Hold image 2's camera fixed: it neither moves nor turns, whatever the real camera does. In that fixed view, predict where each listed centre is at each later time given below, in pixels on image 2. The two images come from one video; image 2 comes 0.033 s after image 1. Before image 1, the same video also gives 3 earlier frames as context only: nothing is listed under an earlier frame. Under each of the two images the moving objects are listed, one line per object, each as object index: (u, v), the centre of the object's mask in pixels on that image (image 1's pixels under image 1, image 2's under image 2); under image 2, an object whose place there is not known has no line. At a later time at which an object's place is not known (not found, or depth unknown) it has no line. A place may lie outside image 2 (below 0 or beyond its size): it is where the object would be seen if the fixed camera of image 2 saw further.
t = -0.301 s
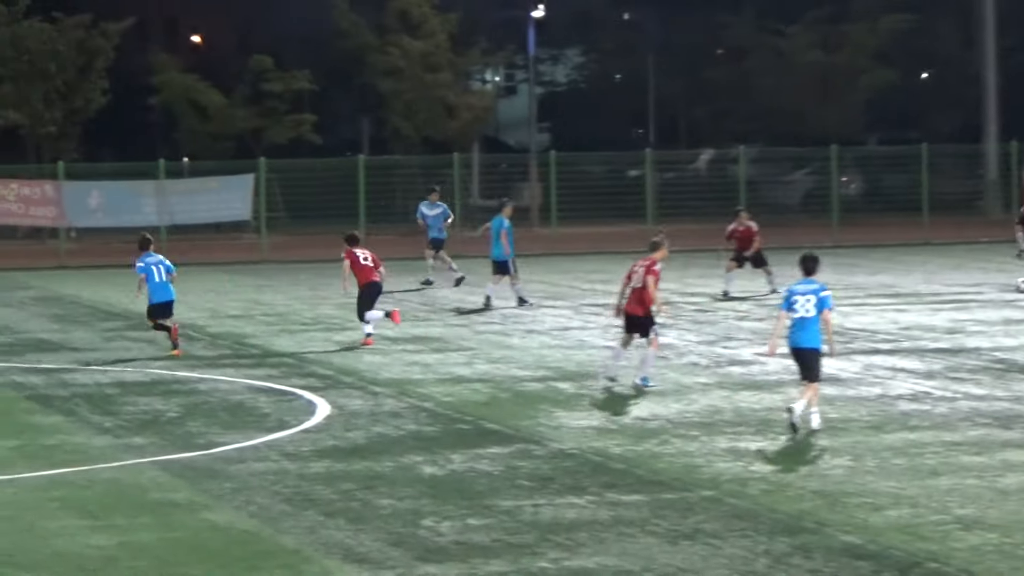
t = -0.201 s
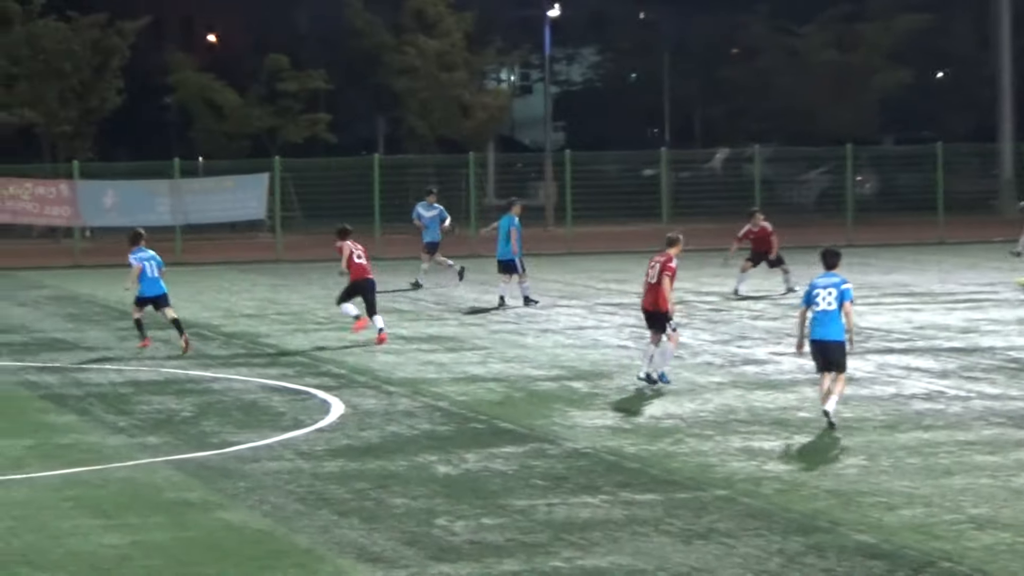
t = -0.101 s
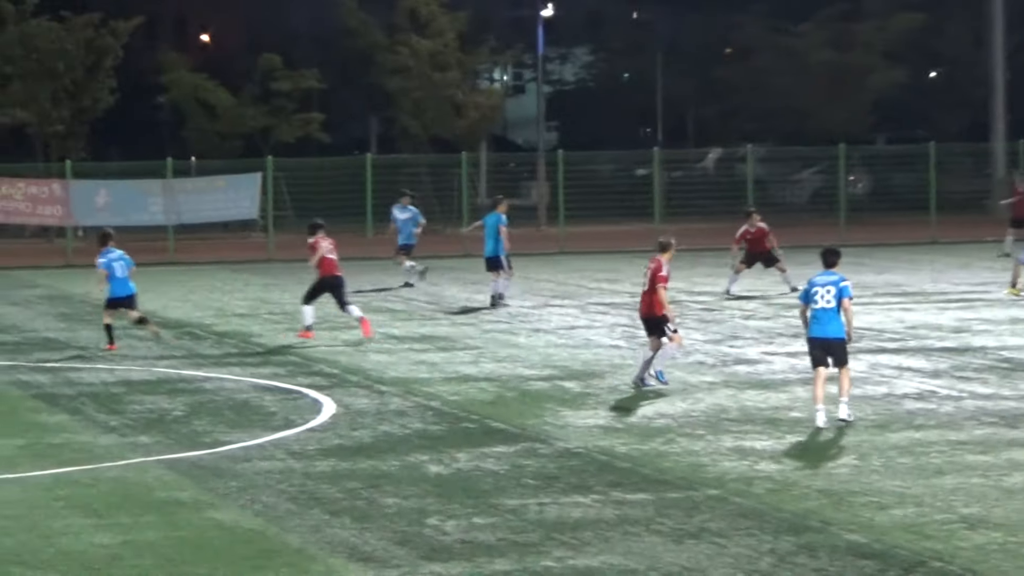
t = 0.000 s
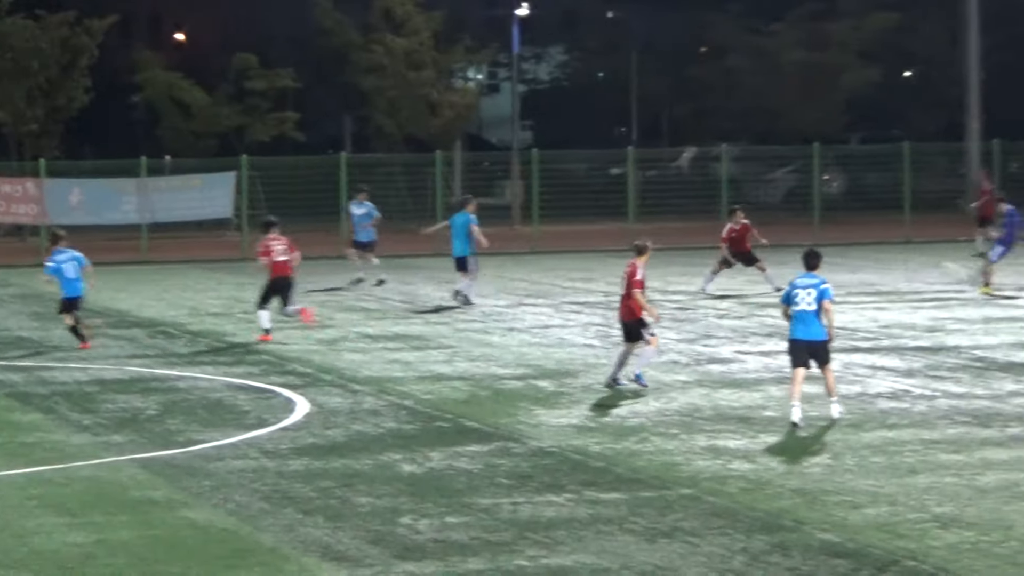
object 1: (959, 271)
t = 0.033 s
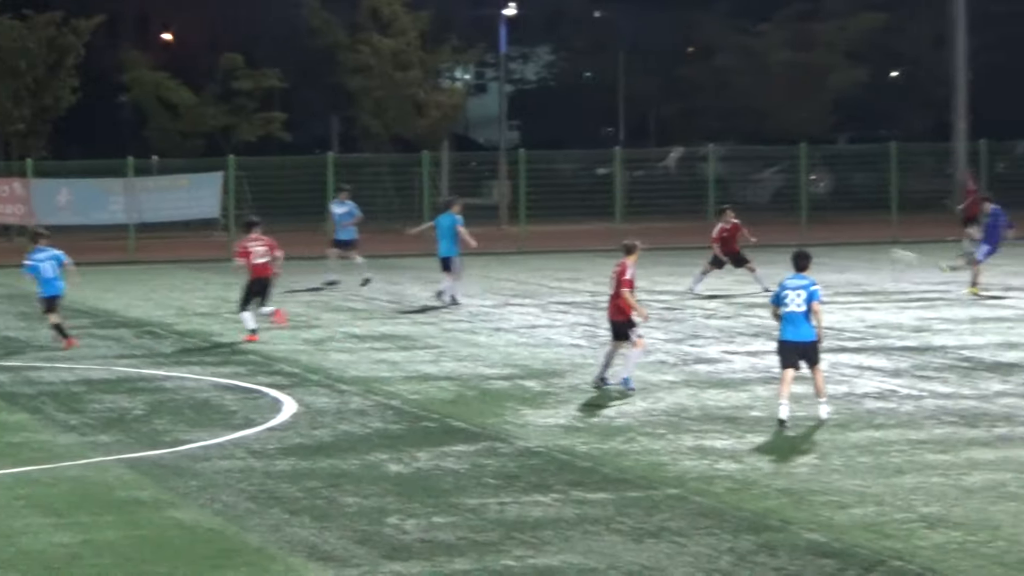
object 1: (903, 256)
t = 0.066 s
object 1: (868, 243)
